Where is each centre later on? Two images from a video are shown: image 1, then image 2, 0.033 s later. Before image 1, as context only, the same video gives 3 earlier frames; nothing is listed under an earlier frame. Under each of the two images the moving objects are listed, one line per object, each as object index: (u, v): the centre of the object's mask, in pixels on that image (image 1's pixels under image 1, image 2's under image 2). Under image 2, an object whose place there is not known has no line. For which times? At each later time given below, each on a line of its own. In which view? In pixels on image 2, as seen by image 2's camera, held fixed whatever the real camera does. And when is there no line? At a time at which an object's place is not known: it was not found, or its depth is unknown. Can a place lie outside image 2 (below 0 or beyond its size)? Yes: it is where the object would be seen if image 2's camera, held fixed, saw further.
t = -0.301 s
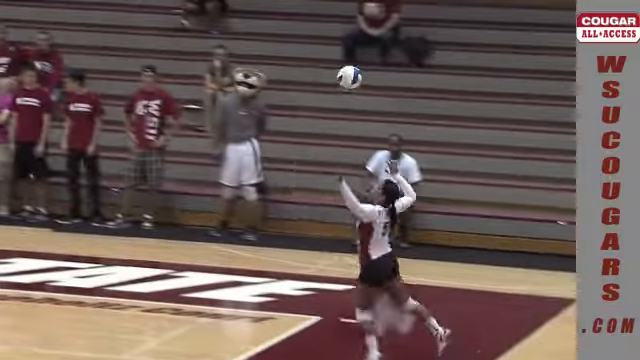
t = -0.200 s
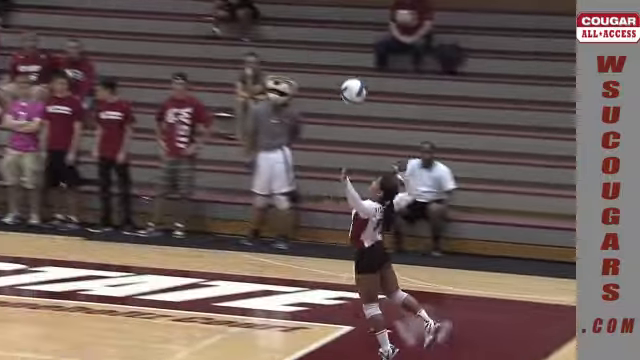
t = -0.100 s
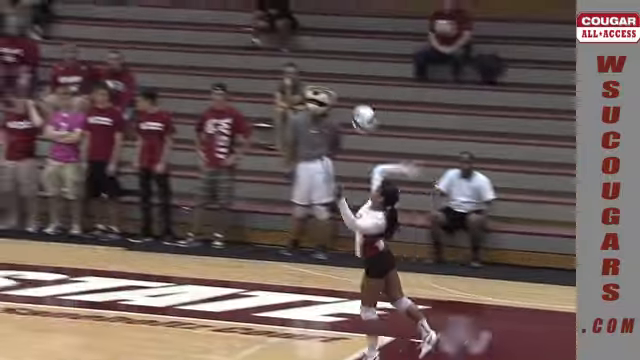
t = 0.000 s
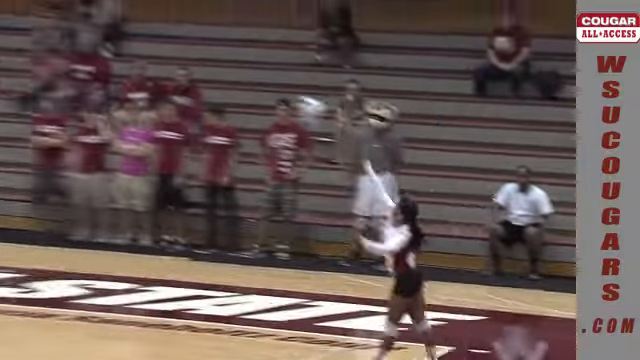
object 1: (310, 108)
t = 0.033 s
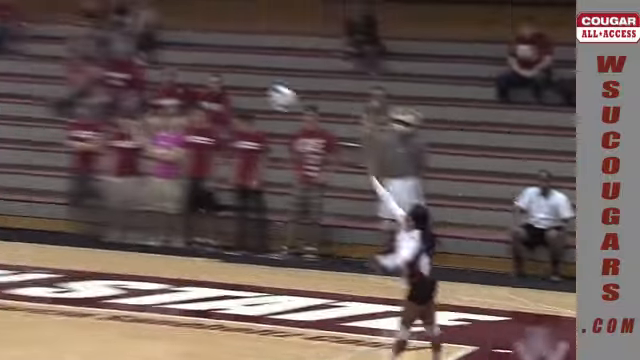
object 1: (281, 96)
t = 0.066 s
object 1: (227, 81)
